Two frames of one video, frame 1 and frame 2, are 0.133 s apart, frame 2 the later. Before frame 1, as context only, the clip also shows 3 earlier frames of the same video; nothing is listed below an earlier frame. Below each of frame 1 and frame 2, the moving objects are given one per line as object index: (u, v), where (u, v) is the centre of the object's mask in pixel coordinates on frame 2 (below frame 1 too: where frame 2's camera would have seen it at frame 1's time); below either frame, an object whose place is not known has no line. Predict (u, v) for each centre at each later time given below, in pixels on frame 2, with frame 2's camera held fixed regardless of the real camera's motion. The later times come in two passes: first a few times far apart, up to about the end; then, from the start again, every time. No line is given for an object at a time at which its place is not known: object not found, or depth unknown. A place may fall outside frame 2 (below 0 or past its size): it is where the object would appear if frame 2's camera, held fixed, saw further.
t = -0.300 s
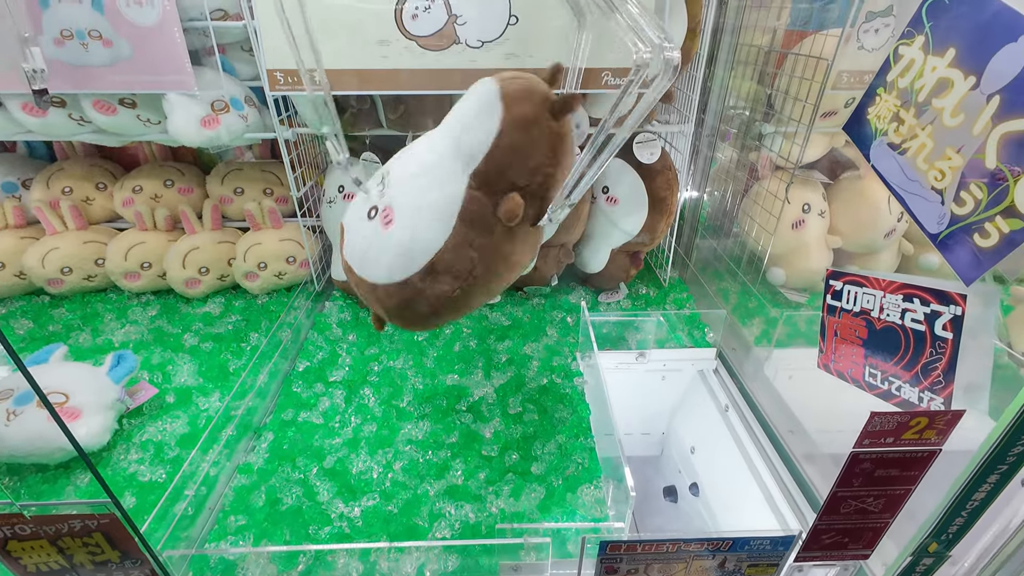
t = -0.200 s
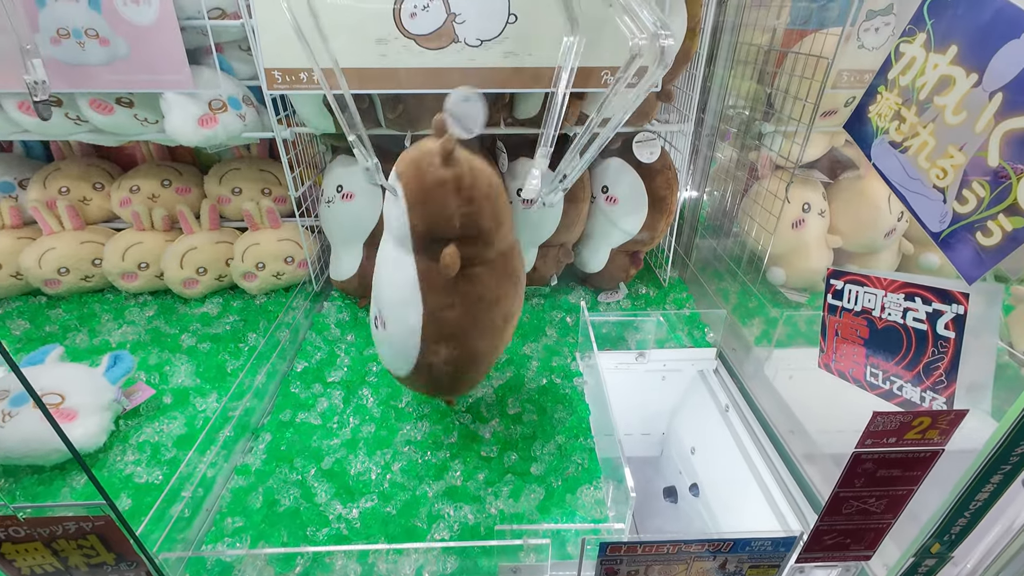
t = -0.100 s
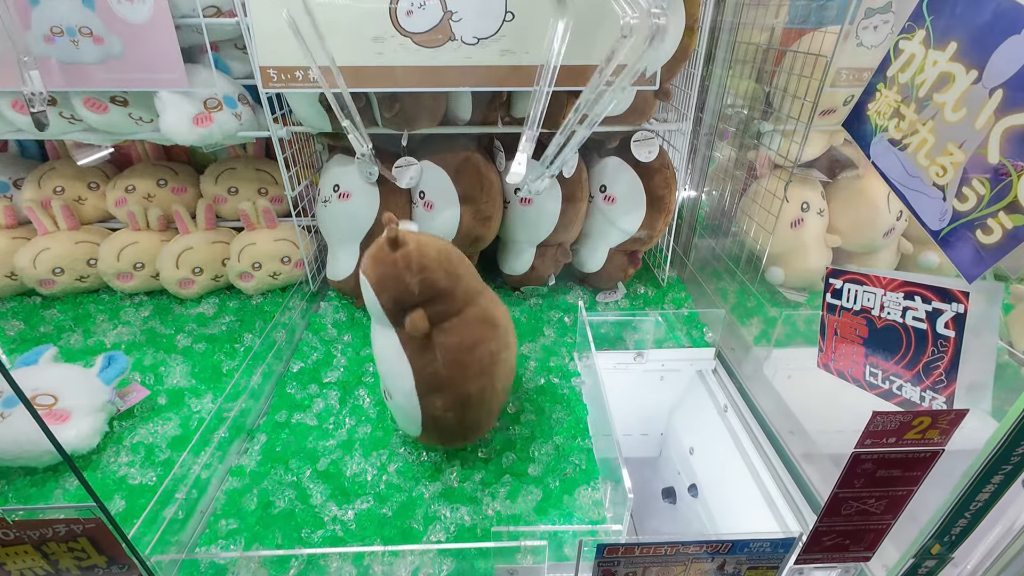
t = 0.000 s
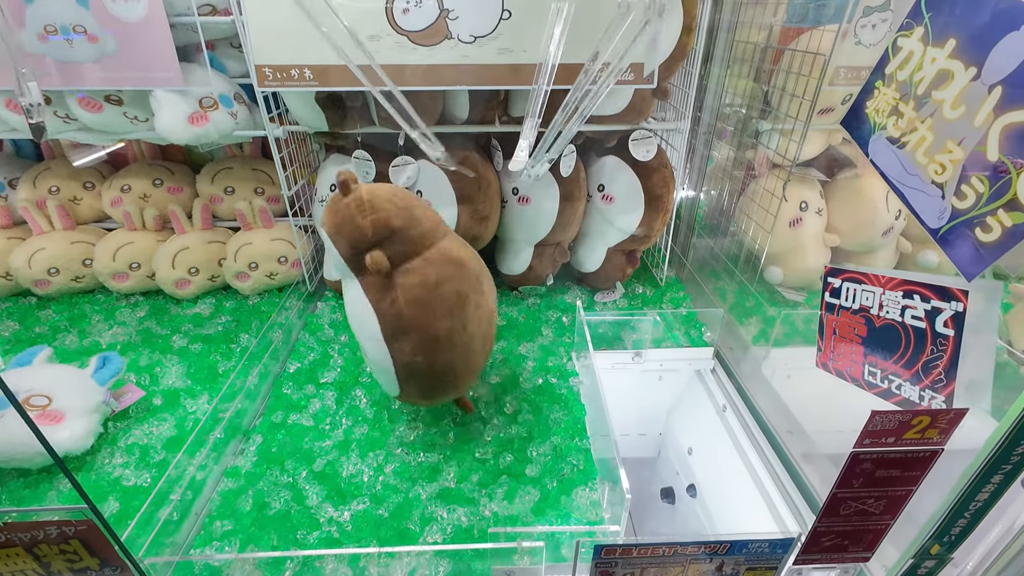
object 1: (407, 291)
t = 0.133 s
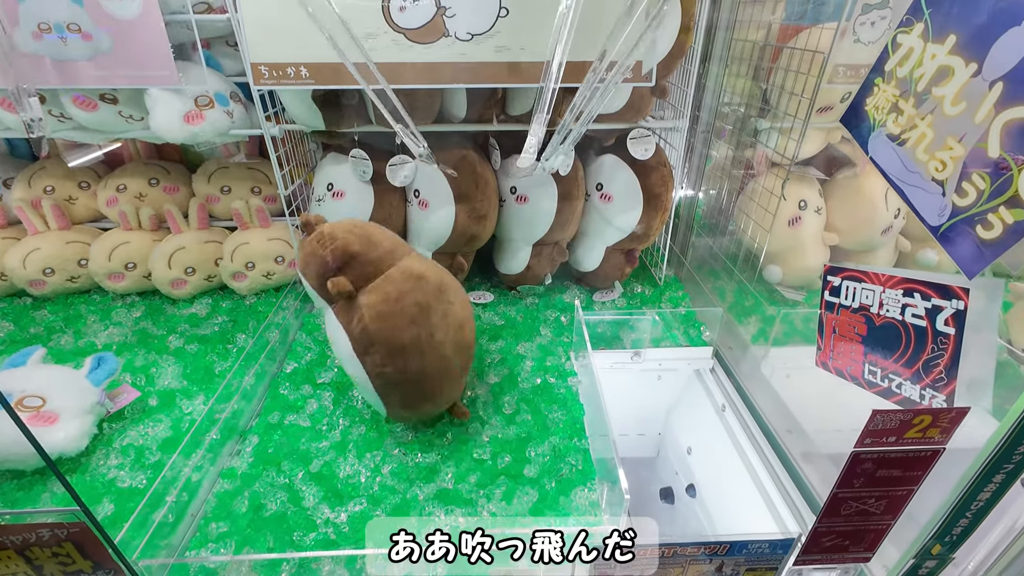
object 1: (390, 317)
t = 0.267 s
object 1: (362, 309)
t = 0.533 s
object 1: (357, 323)
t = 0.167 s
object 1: (384, 317)
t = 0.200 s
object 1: (376, 310)
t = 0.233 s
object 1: (368, 307)
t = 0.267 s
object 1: (362, 309)
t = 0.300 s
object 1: (357, 315)
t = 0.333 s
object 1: (351, 317)
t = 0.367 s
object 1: (344, 312)
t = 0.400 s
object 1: (346, 305)
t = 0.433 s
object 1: (348, 306)
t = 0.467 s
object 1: (352, 313)
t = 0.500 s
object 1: (357, 322)
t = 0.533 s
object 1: (357, 323)
